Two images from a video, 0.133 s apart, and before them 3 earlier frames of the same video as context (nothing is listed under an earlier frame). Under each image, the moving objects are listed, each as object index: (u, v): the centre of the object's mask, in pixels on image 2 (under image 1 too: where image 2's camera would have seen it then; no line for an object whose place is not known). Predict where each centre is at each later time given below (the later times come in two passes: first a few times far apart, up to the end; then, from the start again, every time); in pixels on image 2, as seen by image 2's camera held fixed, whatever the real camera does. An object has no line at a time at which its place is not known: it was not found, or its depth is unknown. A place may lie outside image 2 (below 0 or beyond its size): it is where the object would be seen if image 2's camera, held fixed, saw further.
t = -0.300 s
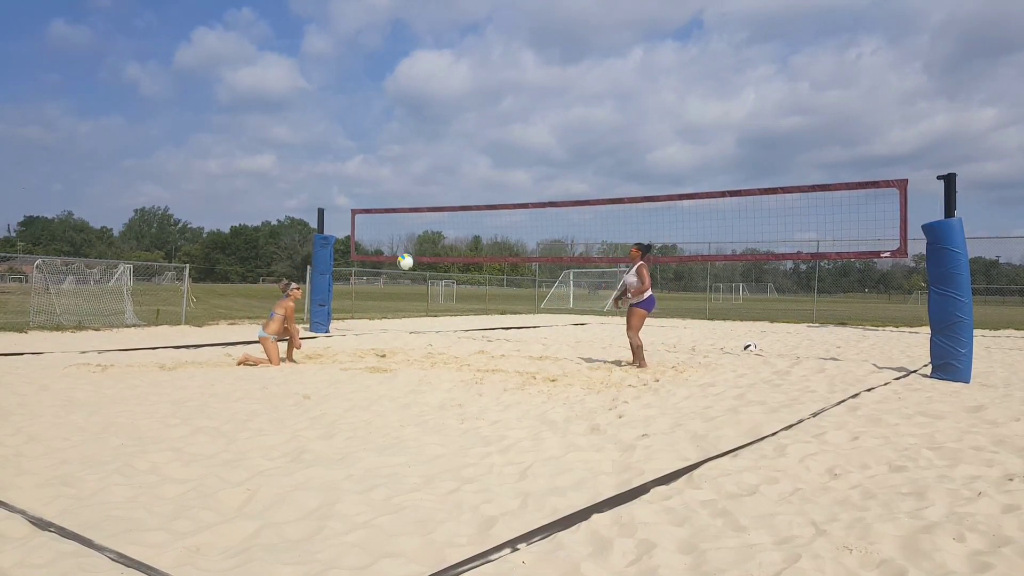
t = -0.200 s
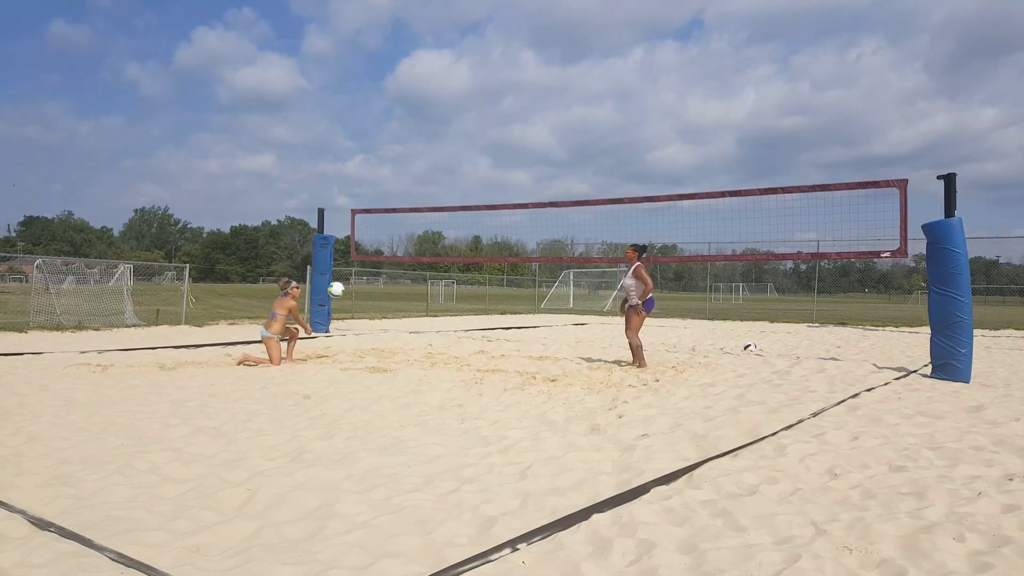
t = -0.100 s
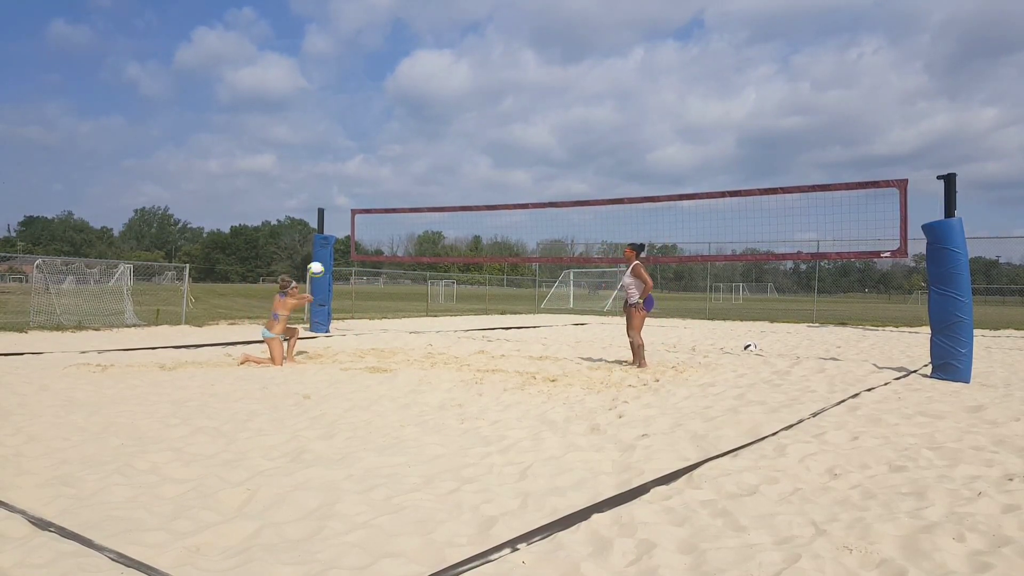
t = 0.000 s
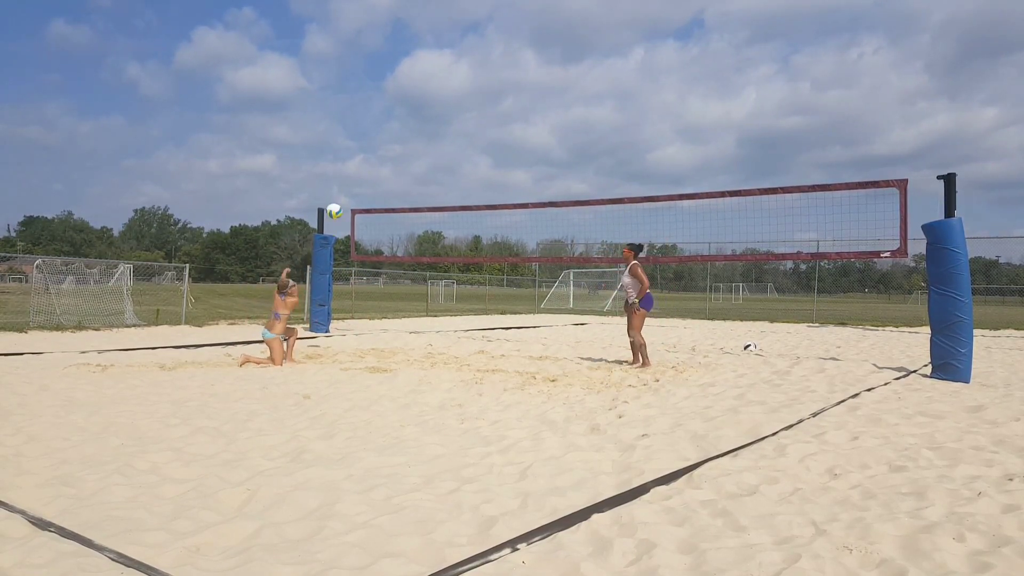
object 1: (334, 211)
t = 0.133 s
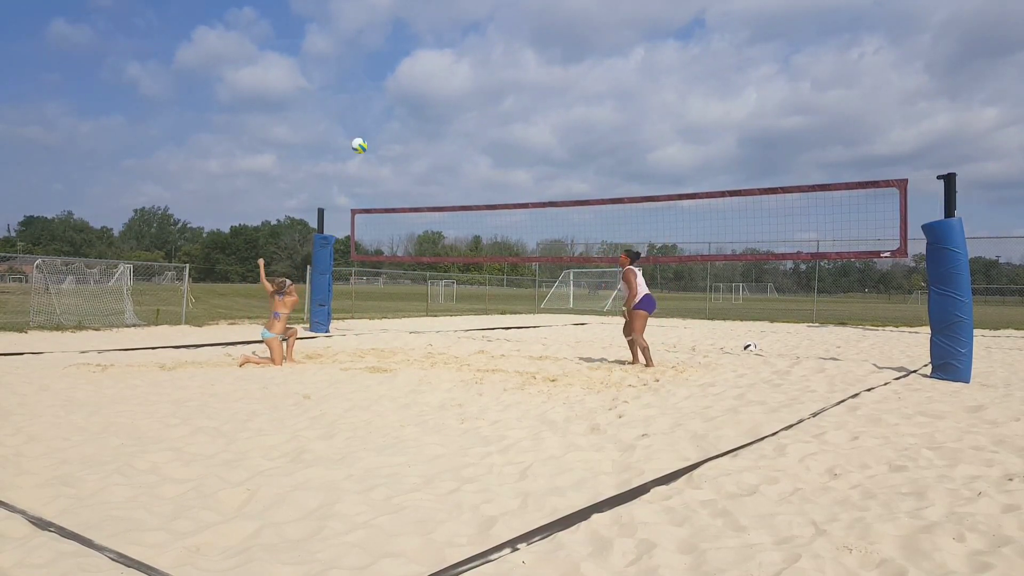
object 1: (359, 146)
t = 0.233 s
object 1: (378, 105)
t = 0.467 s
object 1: (420, 42)
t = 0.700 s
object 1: (462, 20)
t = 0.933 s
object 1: (502, 34)
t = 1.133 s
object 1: (535, 75)
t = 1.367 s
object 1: (574, 152)
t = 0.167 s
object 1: (366, 131)
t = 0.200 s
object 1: (372, 118)
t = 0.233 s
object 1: (378, 105)
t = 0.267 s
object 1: (384, 94)
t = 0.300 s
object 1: (390, 83)
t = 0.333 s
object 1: (396, 73)
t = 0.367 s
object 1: (402, 64)
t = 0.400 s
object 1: (408, 56)
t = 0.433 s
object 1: (414, 49)
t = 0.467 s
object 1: (420, 42)
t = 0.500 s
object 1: (427, 37)
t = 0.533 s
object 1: (432, 32)
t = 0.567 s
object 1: (438, 28)
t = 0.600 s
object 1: (444, 25)
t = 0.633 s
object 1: (450, 22)
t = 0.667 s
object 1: (456, 21)
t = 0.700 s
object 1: (462, 20)
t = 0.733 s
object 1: (467, 20)
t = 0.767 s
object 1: (473, 20)
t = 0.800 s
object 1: (479, 21)
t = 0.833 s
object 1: (484, 24)
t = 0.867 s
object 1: (490, 26)
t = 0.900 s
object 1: (496, 30)
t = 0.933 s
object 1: (502, 34)
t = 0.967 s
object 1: (507, 40)
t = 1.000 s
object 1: (513, 45)
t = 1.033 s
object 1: (518, 51)
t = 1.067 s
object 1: (524, 59)
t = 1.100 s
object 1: (530, 66)
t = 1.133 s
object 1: (535, 75)
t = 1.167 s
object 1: (541, 84)
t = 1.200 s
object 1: (547, 94)
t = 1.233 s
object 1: (552, 105)
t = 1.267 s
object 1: (558, 116)
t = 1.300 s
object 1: (563, 127)
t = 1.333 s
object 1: (569, 140)
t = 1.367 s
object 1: (574, 152)
